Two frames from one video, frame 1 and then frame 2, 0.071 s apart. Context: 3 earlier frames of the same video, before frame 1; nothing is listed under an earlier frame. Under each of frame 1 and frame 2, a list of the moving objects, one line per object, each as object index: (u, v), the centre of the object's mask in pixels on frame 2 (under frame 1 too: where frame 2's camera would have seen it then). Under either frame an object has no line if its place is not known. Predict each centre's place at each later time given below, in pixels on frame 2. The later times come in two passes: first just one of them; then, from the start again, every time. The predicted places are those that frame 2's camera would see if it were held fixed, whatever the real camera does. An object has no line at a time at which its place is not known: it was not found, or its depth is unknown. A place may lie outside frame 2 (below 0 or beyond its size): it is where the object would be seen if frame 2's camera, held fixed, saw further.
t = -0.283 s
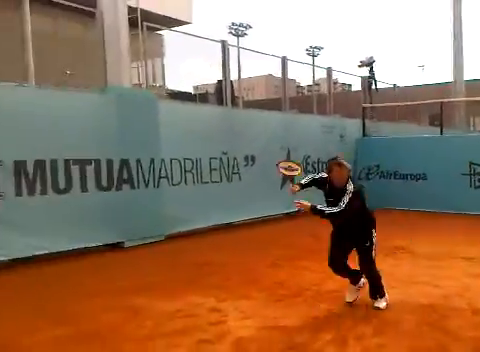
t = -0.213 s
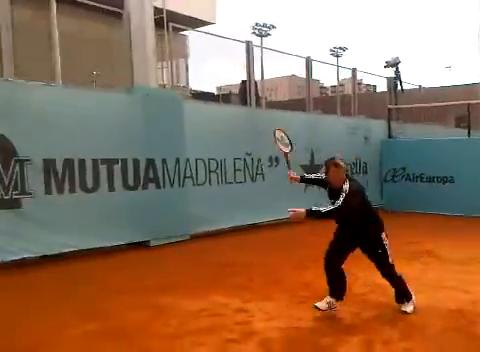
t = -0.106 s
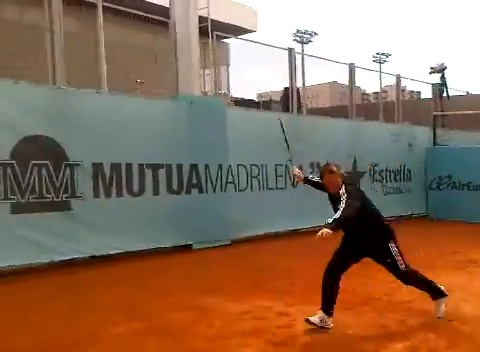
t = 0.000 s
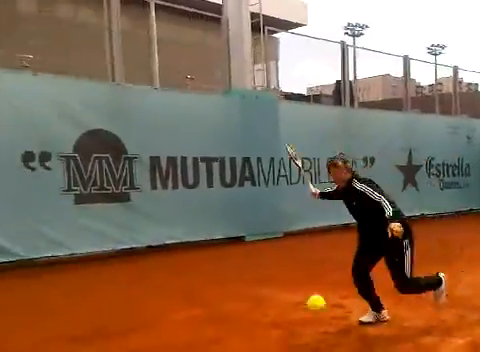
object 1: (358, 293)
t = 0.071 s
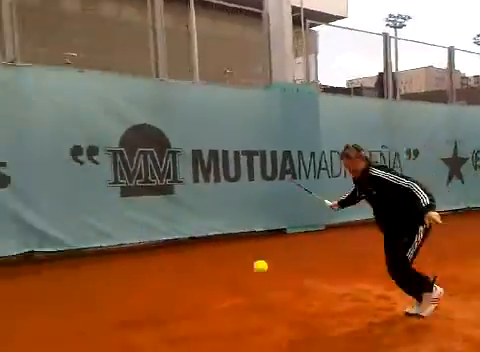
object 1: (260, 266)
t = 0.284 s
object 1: (94, 265)
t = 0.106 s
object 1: (222, 260)
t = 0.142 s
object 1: (189, 256)
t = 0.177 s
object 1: (161, 255)
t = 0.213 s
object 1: (137, 257)
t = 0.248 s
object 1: (114, 260)
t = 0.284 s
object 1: (94, 265)
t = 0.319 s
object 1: (75, 271)
